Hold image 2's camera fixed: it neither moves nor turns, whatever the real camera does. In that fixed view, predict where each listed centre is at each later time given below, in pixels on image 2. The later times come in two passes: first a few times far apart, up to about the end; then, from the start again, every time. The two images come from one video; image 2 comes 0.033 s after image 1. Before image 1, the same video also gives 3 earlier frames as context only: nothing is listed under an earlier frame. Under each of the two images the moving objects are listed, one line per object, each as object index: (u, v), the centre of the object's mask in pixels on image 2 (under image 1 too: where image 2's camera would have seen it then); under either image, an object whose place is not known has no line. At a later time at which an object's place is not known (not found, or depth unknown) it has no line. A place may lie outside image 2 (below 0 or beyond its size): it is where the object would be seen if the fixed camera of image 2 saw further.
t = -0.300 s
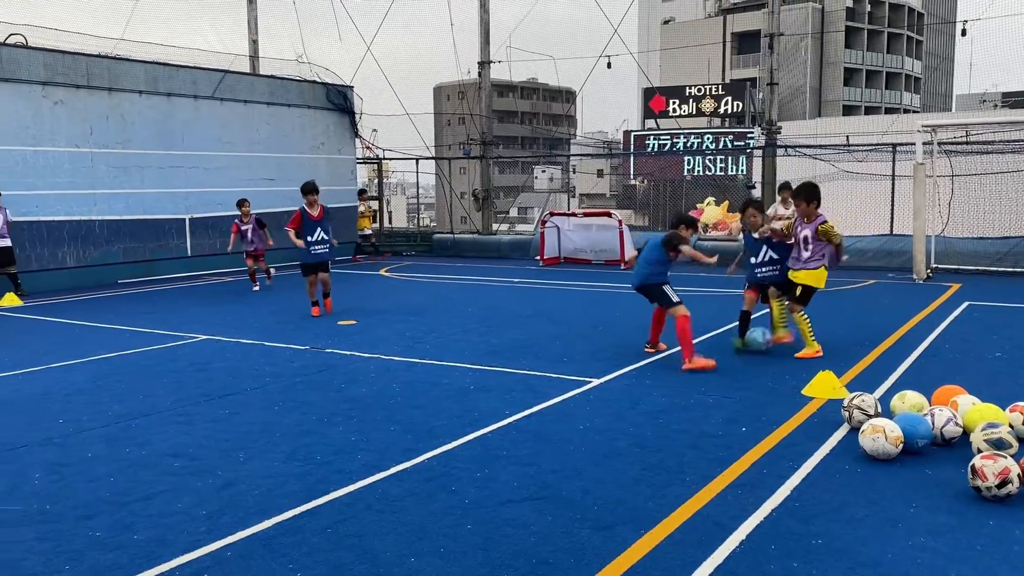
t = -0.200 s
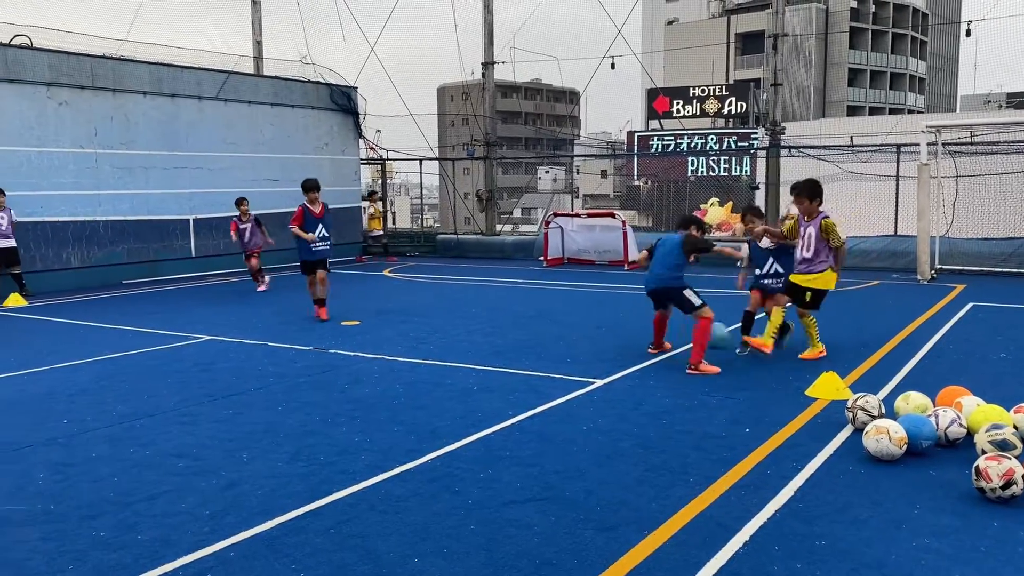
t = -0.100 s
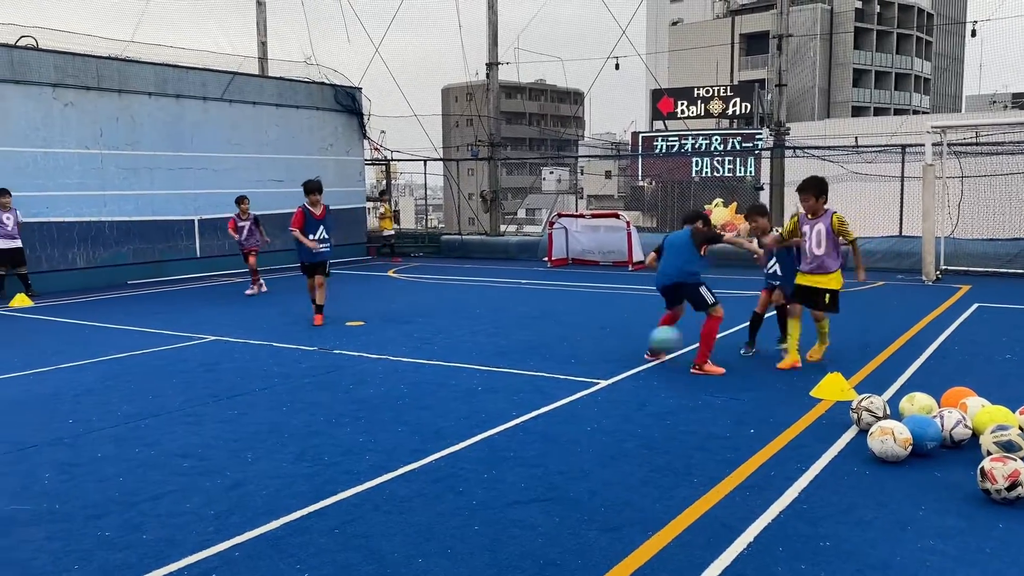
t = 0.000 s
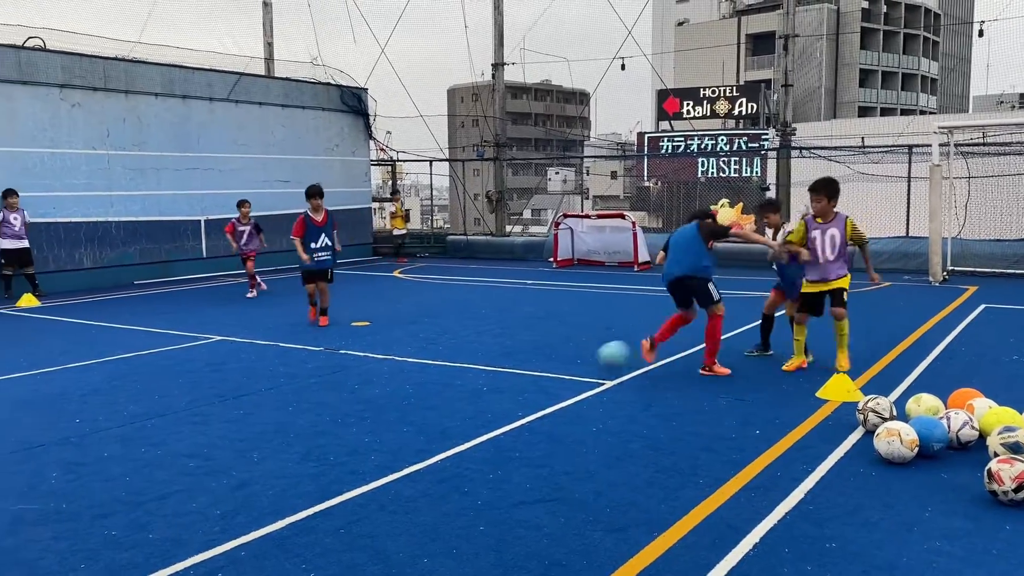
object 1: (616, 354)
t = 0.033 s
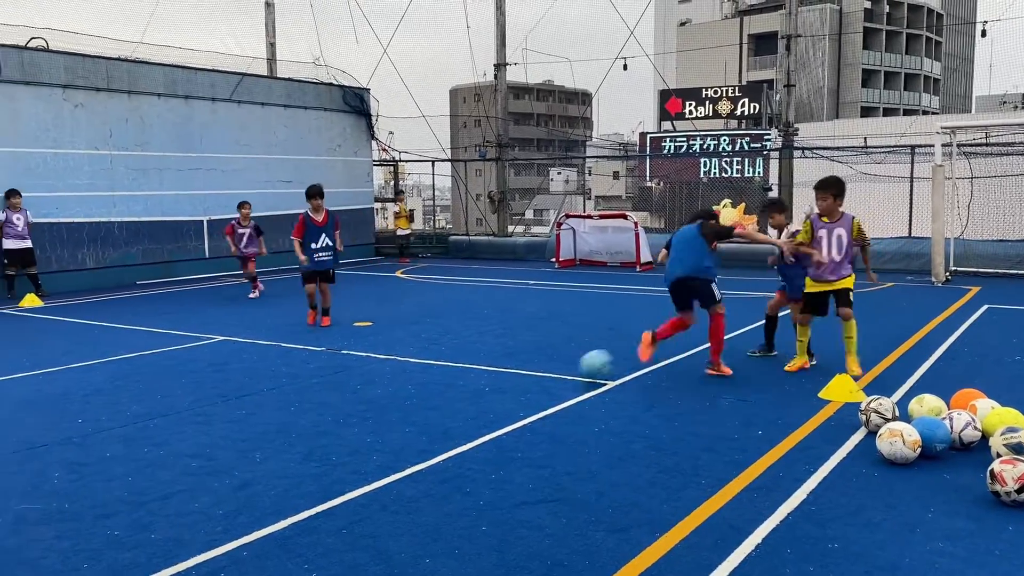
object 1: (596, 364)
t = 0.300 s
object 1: (456, 384)
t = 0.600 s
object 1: (272, 412)
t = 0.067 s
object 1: (576, 369)
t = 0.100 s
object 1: (560, 367)
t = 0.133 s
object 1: (544, 365)
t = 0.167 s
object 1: (527, 365)
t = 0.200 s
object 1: (509, 368)
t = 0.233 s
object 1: (492, 372)
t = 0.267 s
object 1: (474, 377)
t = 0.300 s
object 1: (456, 384)
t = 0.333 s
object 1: (437, 391)
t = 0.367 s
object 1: (417, 388)
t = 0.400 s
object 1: (398, 388)
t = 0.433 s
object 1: (378, 390)
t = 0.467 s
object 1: (357, 393)
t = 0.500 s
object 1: (337, 398)
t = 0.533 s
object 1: (315, 404)
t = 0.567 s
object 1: (293, 410)
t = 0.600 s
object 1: (272, 412)
